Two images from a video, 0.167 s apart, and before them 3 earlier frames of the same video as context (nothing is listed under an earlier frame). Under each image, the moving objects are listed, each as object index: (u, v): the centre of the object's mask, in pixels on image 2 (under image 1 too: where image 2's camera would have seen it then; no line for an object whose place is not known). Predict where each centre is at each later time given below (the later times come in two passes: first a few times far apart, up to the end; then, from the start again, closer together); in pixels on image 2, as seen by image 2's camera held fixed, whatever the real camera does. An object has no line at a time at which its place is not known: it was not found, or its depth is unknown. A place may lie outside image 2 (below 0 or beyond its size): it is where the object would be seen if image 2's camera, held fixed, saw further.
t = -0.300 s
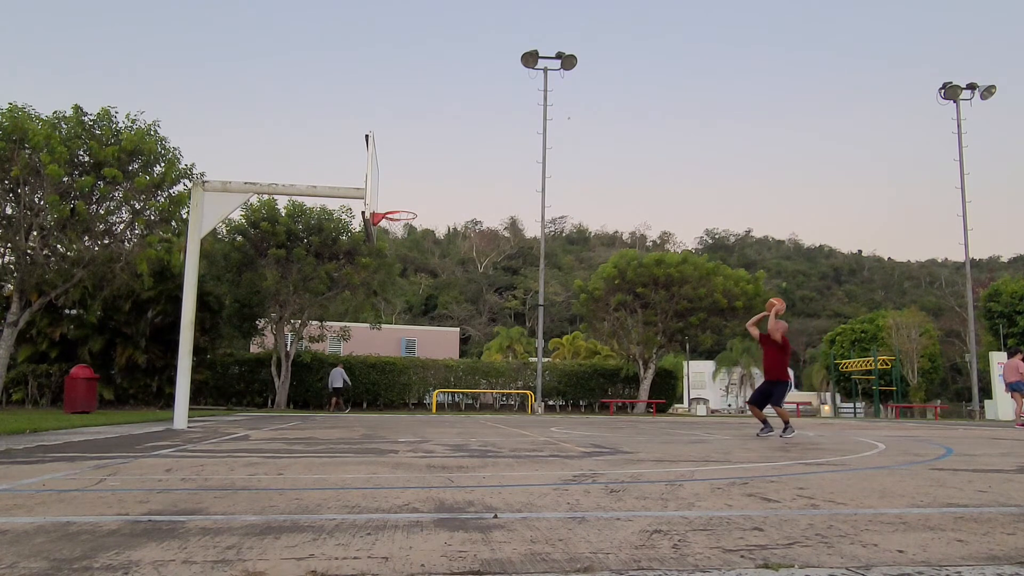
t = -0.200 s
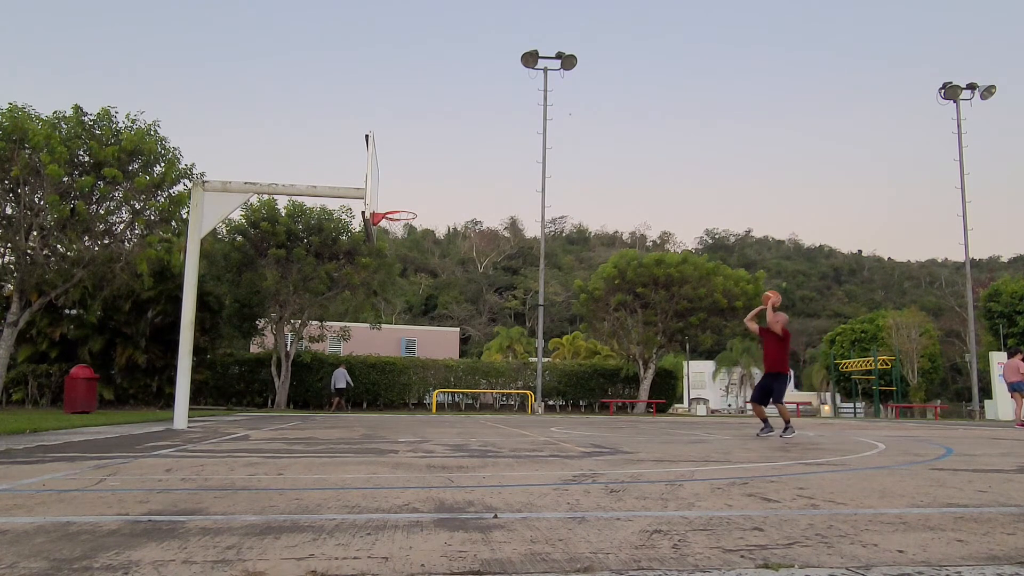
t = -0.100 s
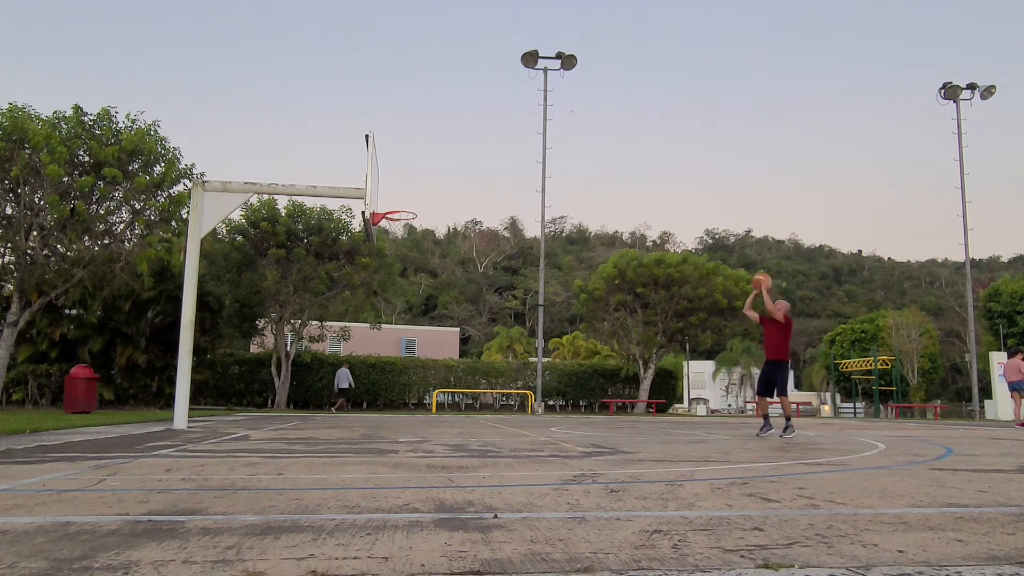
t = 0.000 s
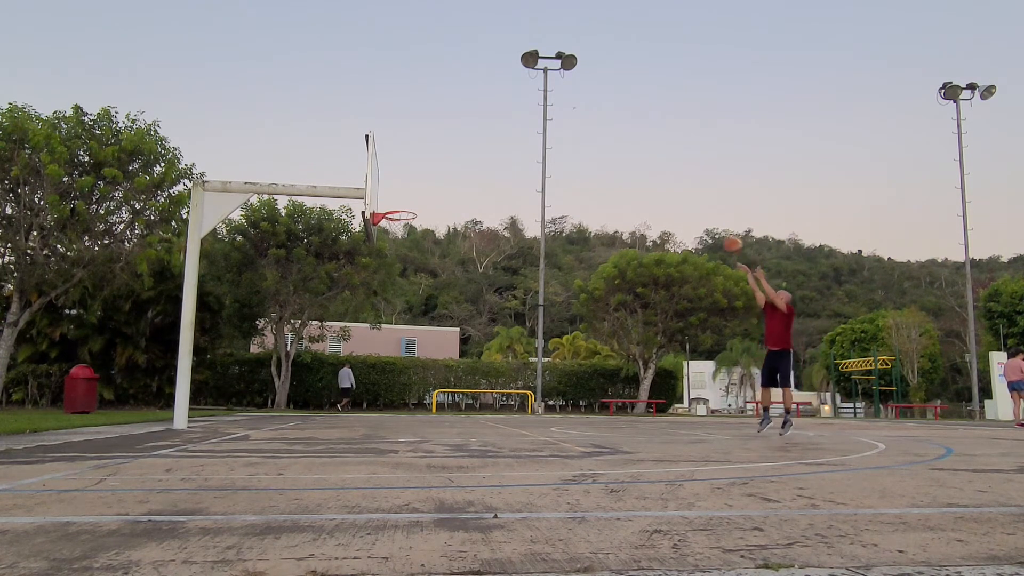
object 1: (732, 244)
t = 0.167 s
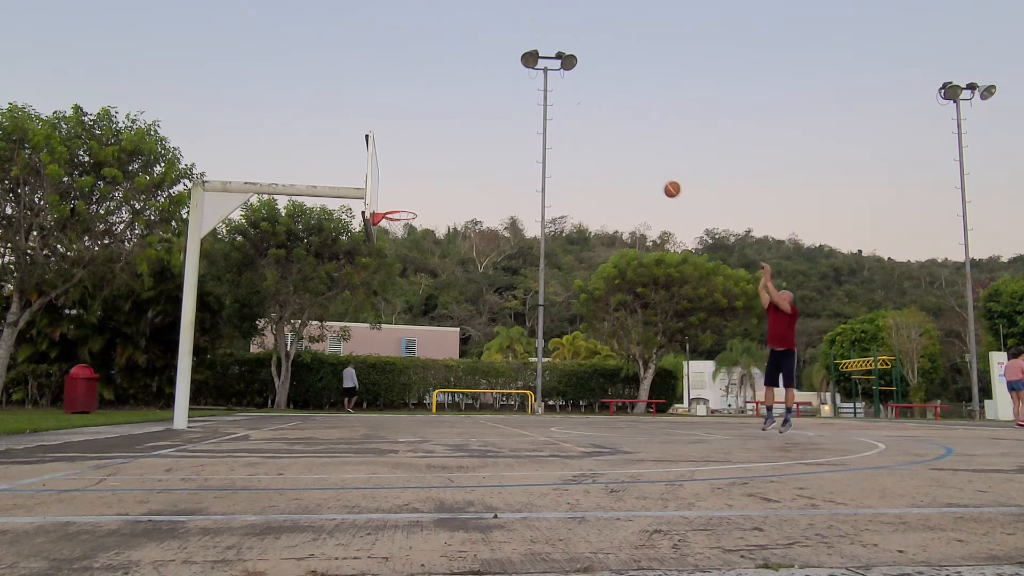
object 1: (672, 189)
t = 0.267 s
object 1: (638, 167)
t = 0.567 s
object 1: (540, 146)
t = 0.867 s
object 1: (446, 182)
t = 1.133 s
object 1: (438, 188)
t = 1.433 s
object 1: (486, 196)
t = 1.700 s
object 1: (535, 270)
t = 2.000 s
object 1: (601, 419)
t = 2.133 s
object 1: (623, 342)
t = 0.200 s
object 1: (661, 181)
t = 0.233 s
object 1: (649, 174)
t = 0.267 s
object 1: (638, 167)
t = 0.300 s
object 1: (626, 162)
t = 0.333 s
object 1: (615, 158)
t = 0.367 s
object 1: (604, 154)
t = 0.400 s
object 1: (593, 150)
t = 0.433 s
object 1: (582, 148)
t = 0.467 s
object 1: (571, 146)
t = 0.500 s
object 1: (560, 145)
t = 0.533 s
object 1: (550, 145)
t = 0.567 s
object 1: (540, 146)
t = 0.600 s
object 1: (529, 146)
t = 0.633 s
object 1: (518, 148)
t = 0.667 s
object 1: (508, 151)
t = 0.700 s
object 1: (498, 154)
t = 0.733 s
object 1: (487, 159)
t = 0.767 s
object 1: (477, 163)
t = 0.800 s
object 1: (467, 169)
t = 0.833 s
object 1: (457, 175)
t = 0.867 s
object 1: (446, 182)
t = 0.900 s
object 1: (436, 189)
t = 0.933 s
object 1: (426, 198)
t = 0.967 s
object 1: (416, 206)
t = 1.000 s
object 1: (419, 203)
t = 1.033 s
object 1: (424, 198)
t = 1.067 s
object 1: (429, 194)
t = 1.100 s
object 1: (433, 191)
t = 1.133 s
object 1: (438, 188)
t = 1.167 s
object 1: (443, 185)
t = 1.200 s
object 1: (448, 184)
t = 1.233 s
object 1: (453, 183)
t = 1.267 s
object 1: (459, 184)
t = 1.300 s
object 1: (464, 184)
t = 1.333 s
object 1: (469, 186)
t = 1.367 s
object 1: (475, 189)
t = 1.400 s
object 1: (480, 192)
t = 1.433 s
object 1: (486, 196)
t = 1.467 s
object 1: (492, 202)
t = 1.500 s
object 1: (497, 208)
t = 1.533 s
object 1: (503, 216)
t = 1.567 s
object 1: (510, 225)
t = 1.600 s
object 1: (516, 234)
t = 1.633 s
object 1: (522, 245)
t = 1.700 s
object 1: (535, 270)
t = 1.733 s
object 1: (542, 285)
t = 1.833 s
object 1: (563, 338)
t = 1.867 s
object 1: (571, 359)
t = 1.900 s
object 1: (578, 382)
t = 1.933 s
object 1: (586, 405)
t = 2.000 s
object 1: (601, 419)
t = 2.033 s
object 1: (606, 398)
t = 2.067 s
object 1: (612, 379)
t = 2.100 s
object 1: (618, 360)
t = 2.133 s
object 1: (623, 342)
